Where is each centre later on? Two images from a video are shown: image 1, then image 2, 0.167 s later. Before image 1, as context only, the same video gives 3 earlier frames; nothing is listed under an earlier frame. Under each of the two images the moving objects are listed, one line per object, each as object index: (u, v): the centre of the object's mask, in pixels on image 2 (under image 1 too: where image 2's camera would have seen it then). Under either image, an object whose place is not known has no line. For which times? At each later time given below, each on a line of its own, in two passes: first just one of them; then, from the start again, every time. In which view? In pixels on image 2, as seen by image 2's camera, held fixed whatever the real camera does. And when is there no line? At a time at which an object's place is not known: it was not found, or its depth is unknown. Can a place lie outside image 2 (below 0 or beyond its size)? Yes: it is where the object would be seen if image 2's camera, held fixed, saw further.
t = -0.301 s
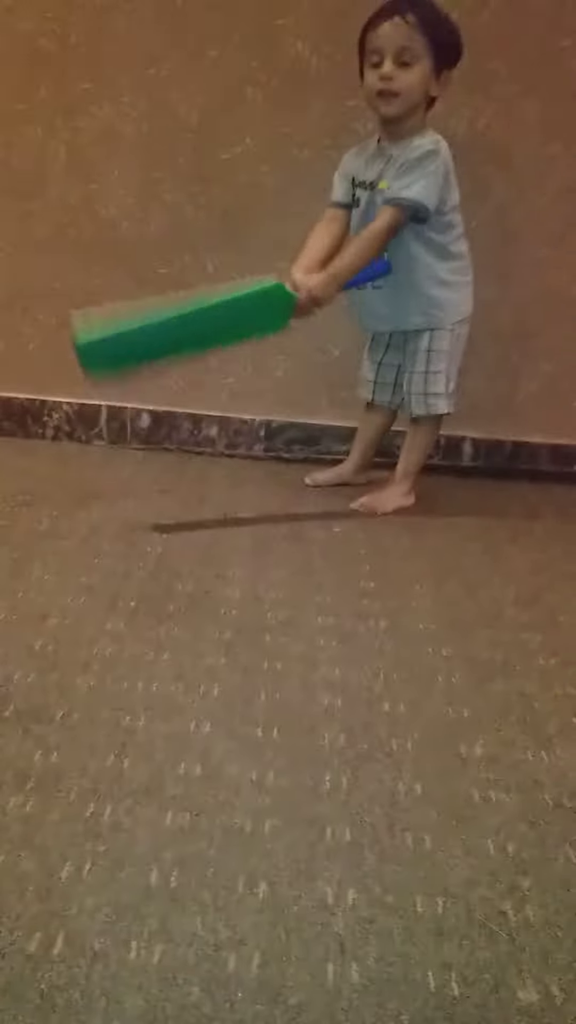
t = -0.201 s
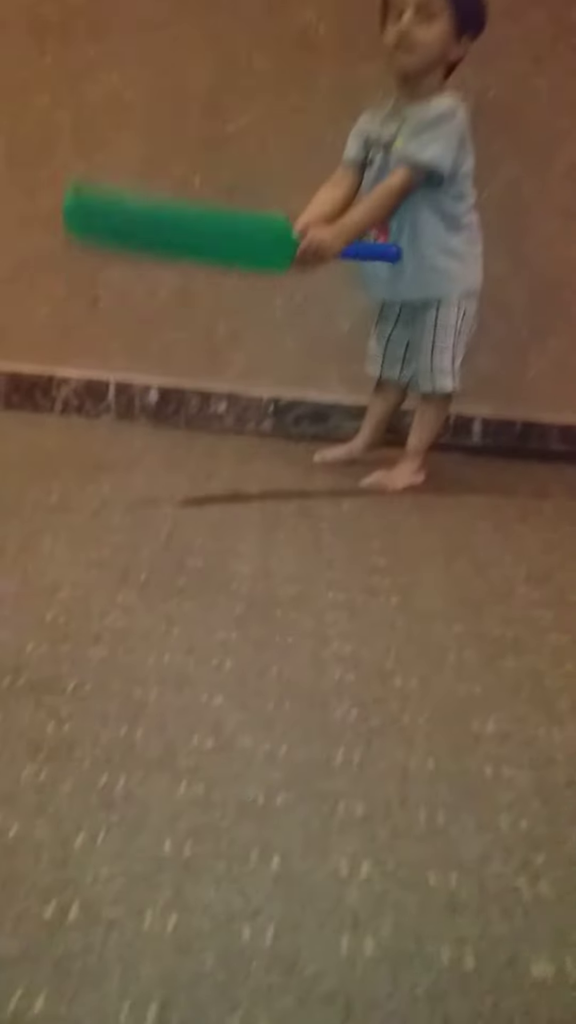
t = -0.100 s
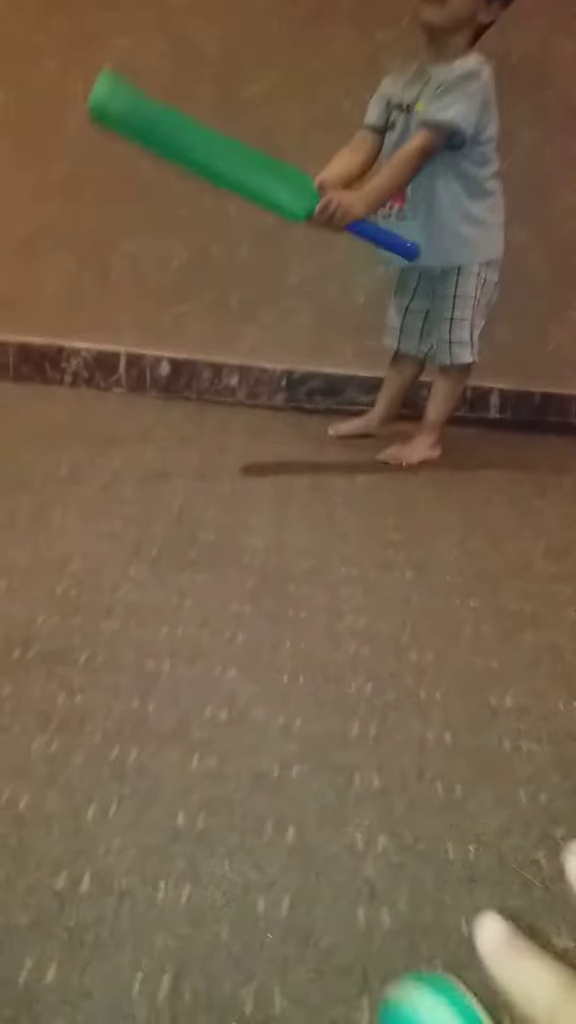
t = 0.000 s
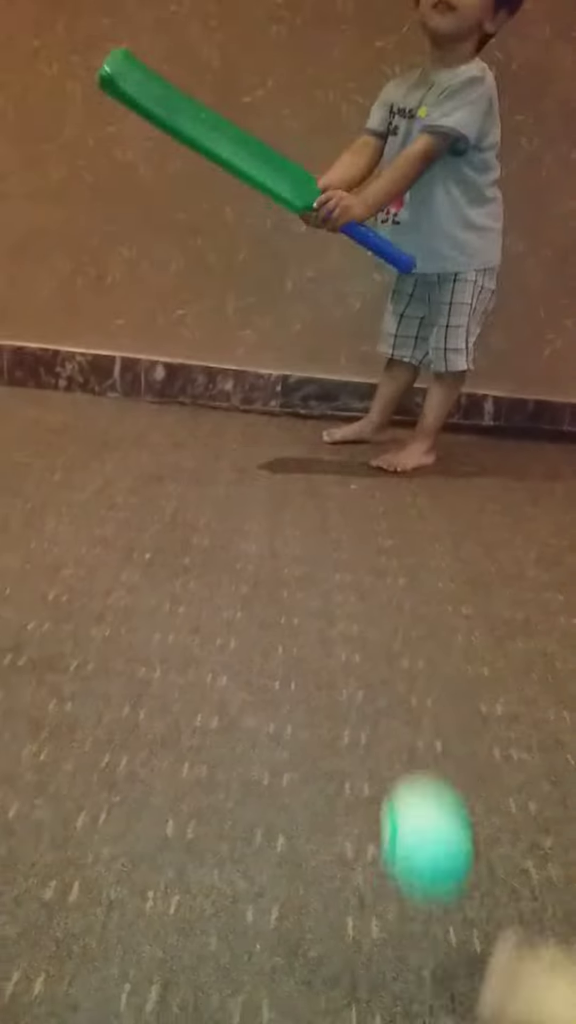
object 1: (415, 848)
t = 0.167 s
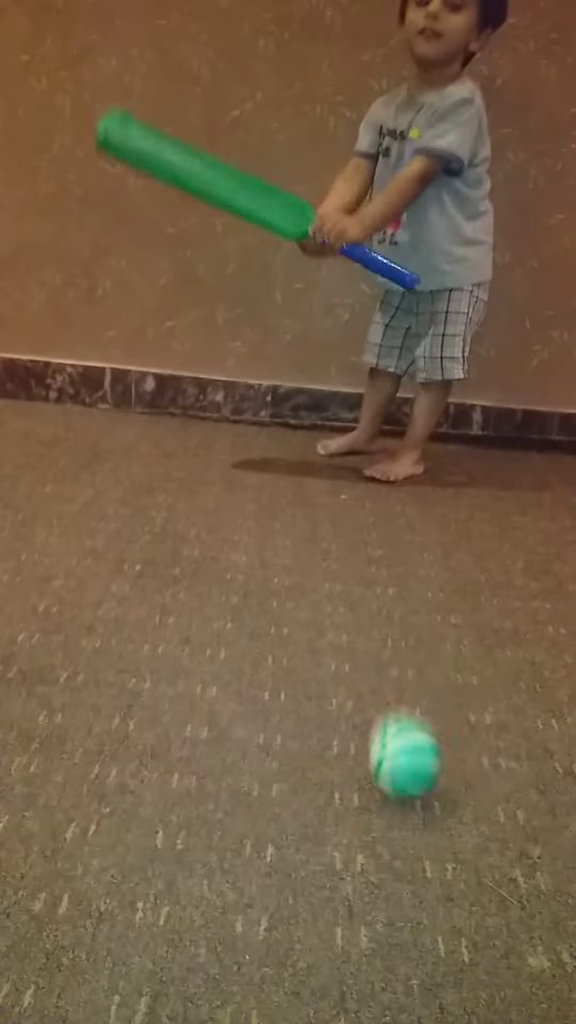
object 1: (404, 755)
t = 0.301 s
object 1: (393, 663)
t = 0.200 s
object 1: (402, 716)
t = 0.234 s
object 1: (399, 687)
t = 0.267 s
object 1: (396, 673)
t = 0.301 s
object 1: (393, 663)
